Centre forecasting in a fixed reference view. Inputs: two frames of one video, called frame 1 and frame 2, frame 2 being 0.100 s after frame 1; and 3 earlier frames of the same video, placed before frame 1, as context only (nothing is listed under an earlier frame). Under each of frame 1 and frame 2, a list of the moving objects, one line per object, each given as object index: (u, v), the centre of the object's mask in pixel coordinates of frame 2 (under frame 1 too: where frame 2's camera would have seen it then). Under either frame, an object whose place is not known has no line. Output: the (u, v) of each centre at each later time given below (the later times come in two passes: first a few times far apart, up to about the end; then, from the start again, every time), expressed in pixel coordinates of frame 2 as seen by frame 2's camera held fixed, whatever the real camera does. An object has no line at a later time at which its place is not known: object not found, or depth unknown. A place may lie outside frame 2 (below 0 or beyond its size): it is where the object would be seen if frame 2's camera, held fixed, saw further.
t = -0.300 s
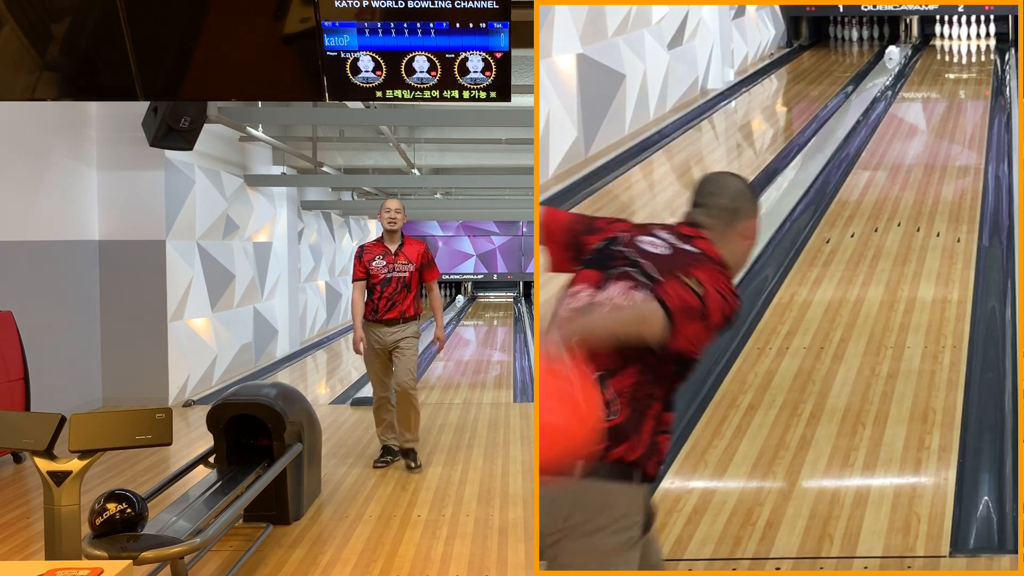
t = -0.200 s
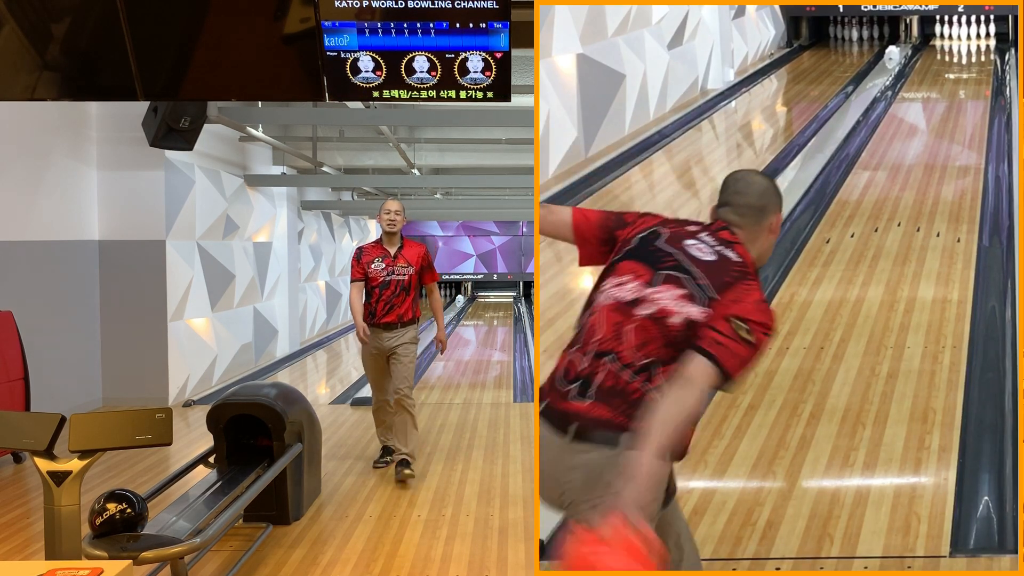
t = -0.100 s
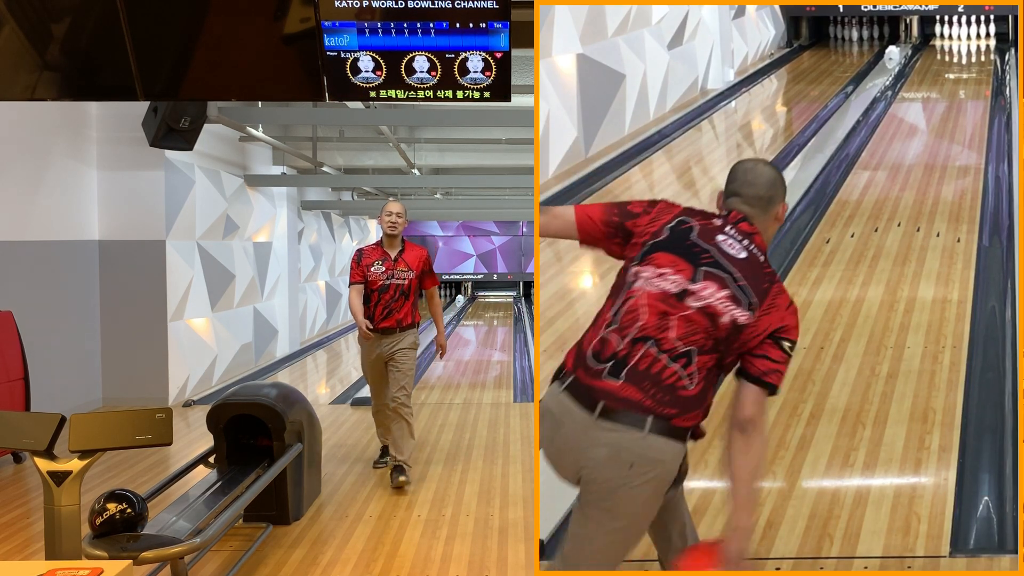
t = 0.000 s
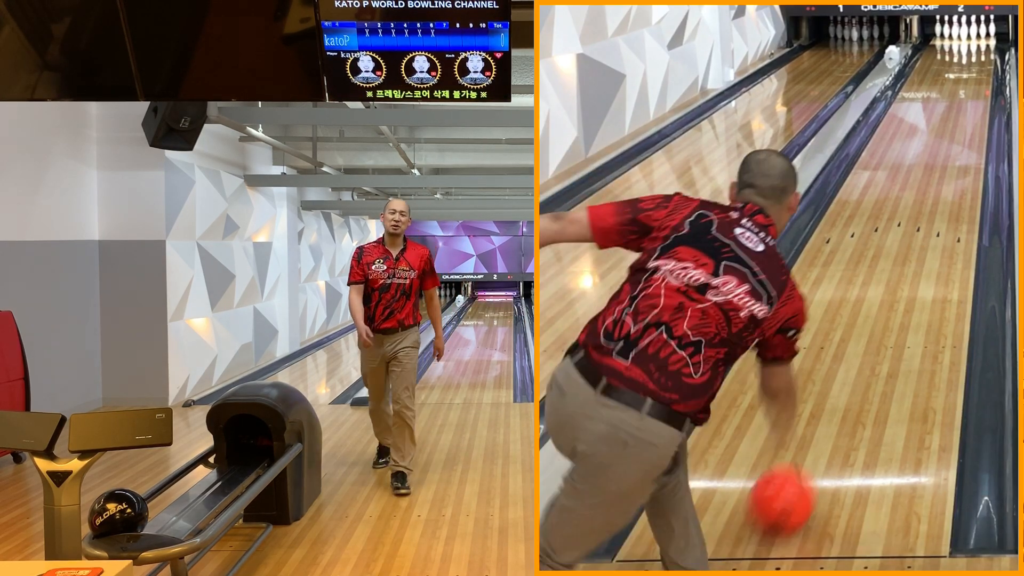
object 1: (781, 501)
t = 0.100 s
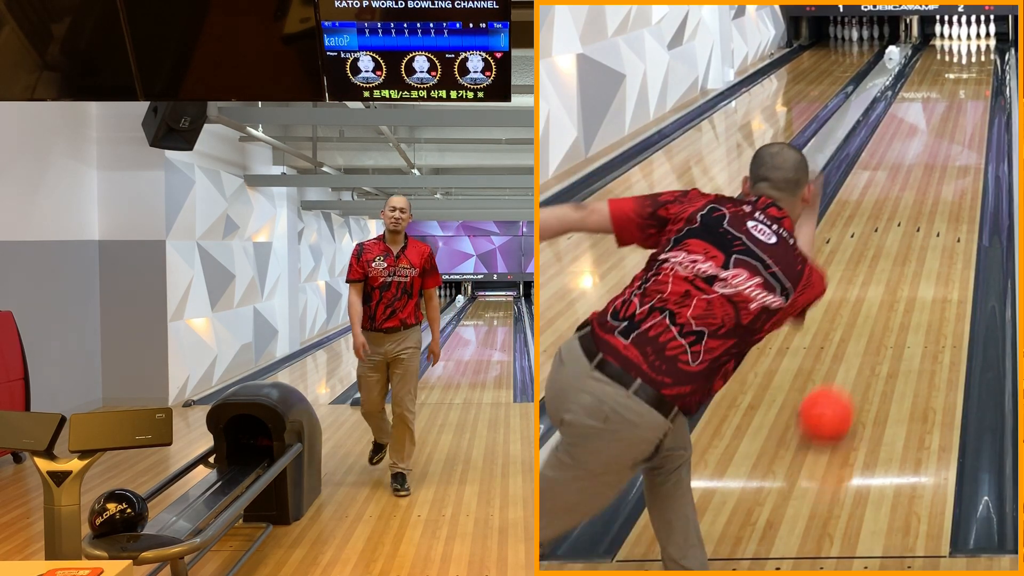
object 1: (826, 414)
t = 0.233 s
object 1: (866, 333)
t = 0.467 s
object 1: (911, 239)
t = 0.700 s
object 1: (938, 180)
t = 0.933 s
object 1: (956, 140)
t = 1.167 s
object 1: (967, 111)
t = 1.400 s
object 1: (973, 89)
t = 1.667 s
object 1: (977, 70)
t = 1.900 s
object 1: (976, 57)
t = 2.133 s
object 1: (973, 46)
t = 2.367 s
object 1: (967, 37)
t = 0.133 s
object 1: (837, 392)
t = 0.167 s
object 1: (848, 370)
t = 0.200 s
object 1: (857, 350)
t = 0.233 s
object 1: (866, 333)
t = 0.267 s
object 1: (874, 316)
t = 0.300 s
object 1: (882, 301)
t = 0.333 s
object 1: (889, 287)
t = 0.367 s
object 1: (895, 273)
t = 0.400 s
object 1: (900, 261)
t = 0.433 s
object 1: (906, 250)
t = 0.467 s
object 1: (911, 239)
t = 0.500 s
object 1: (915, 229)
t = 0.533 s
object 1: (920, 220)
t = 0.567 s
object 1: (924, 211)
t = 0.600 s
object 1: (928, 203)
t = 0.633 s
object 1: (932, 195)
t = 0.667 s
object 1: (935, 187)
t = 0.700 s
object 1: (938, 180)
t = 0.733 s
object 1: (941, 174)
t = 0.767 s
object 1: (944, 168)
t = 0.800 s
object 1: (946, 161)
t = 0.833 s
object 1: (949, 156)
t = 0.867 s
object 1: (951, 150)
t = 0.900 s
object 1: (954, 145)
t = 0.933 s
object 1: (956, 140)
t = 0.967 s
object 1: (958, 136)
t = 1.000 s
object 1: (960, 131)
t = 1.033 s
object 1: (961, 127)
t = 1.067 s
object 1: (963, 122)
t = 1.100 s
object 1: (964, 119)
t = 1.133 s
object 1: (966, 114)
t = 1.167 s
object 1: (967, 111)
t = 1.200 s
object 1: (968, 107)
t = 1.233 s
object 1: (969, 104)
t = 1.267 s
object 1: (970, 101)
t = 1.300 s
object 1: (971, 98)
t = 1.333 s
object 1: (972, 94)
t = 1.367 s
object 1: (973, 92)
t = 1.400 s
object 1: (973, 89)
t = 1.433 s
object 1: (974, 86)
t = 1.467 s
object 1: (975, 83)
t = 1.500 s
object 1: (975, 81)
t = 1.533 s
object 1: (976, 79)
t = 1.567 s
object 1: (976, 76)
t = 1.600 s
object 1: (976, 74)
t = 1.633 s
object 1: (976, 72)
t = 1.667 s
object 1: (977, 70)
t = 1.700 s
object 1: (976, 68)
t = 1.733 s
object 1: (977, 66)
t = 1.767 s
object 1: (977, 64)
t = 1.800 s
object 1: (976, 62)
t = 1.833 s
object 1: (977, 60)
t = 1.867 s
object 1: (976, 58)
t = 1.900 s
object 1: (976, 57)
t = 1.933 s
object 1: (976, 55)
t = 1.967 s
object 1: (975, 53)
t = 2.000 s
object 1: (975, 52)
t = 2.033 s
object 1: (974, 50)
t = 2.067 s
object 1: (974, 49)
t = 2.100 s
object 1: (974, 47)
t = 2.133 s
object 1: (973, 46)
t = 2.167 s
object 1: (973, 44)
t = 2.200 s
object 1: (972, 43)
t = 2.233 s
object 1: (971, 42)
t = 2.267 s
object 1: (970, 40)
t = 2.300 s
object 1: (969, 39)
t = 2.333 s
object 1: (968, 38)
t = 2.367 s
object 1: (967, 37)
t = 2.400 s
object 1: (965, 36)
